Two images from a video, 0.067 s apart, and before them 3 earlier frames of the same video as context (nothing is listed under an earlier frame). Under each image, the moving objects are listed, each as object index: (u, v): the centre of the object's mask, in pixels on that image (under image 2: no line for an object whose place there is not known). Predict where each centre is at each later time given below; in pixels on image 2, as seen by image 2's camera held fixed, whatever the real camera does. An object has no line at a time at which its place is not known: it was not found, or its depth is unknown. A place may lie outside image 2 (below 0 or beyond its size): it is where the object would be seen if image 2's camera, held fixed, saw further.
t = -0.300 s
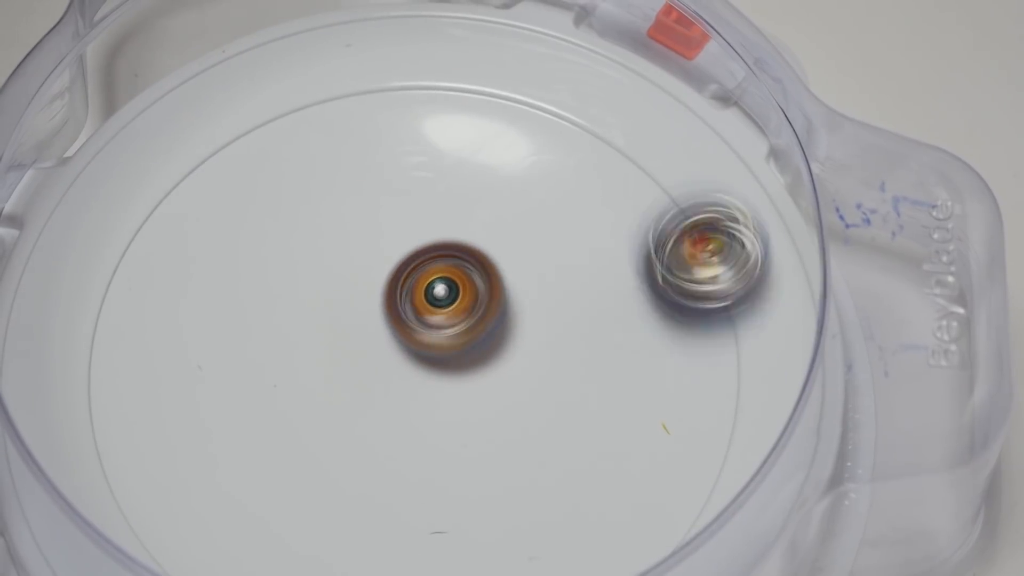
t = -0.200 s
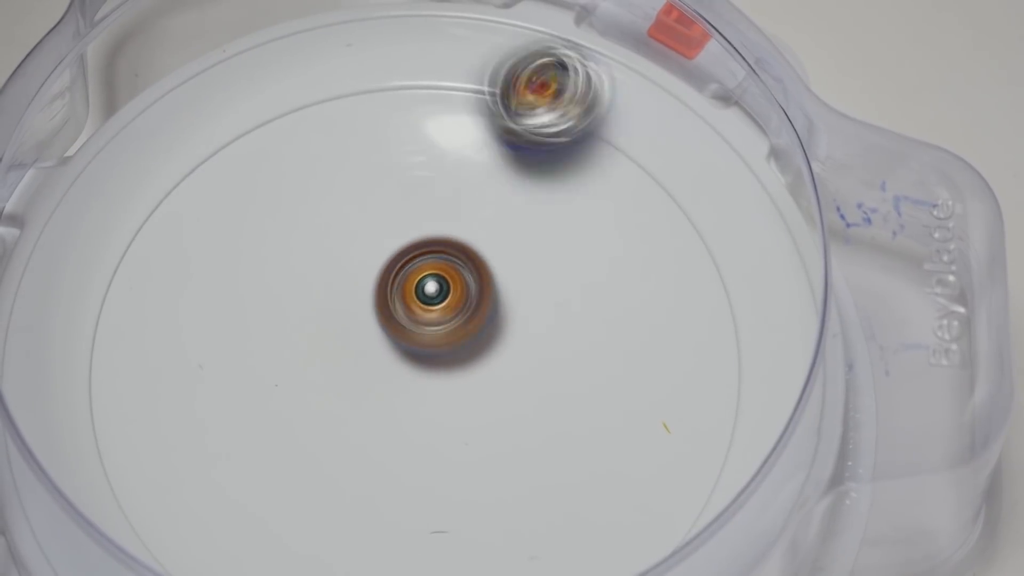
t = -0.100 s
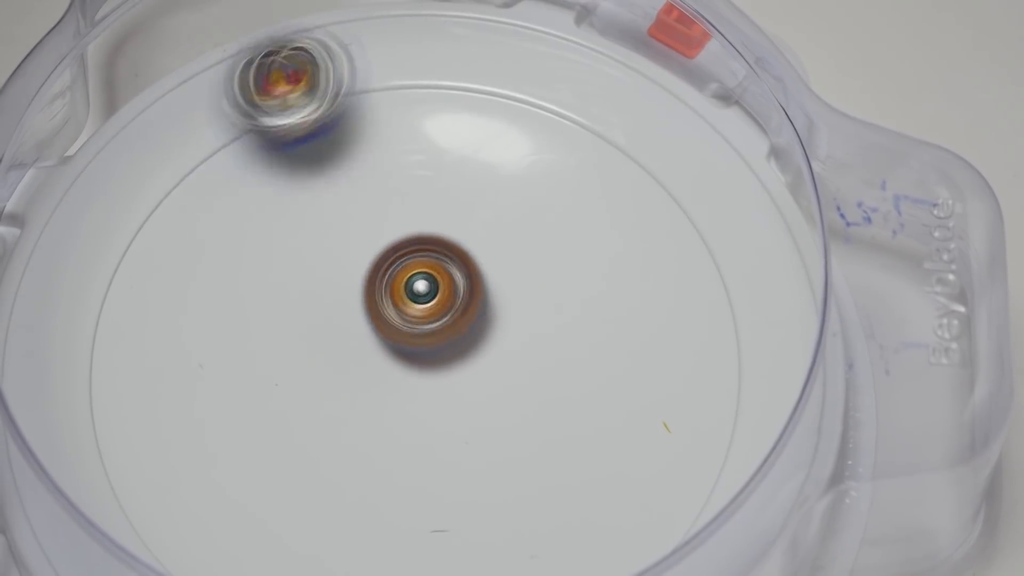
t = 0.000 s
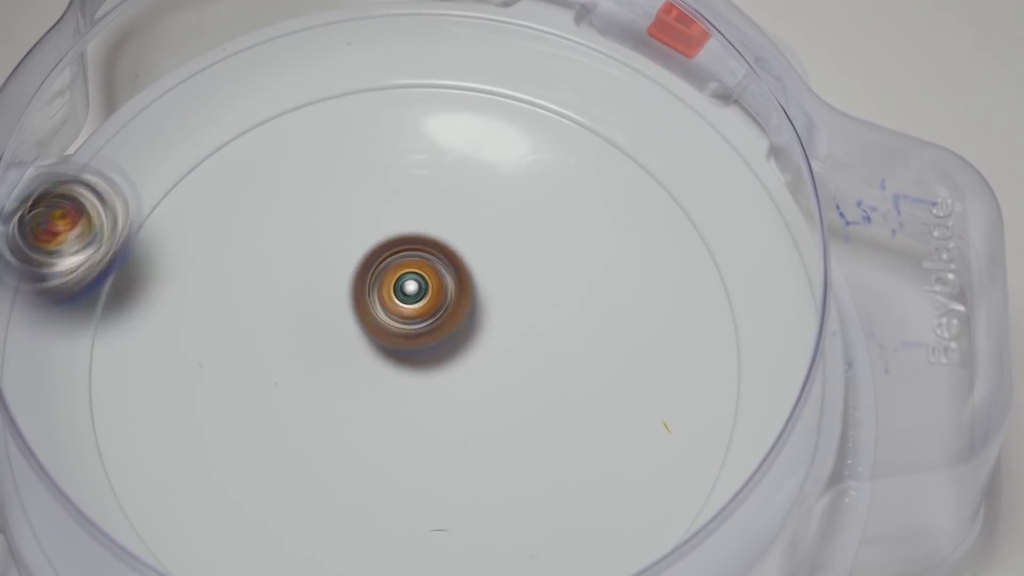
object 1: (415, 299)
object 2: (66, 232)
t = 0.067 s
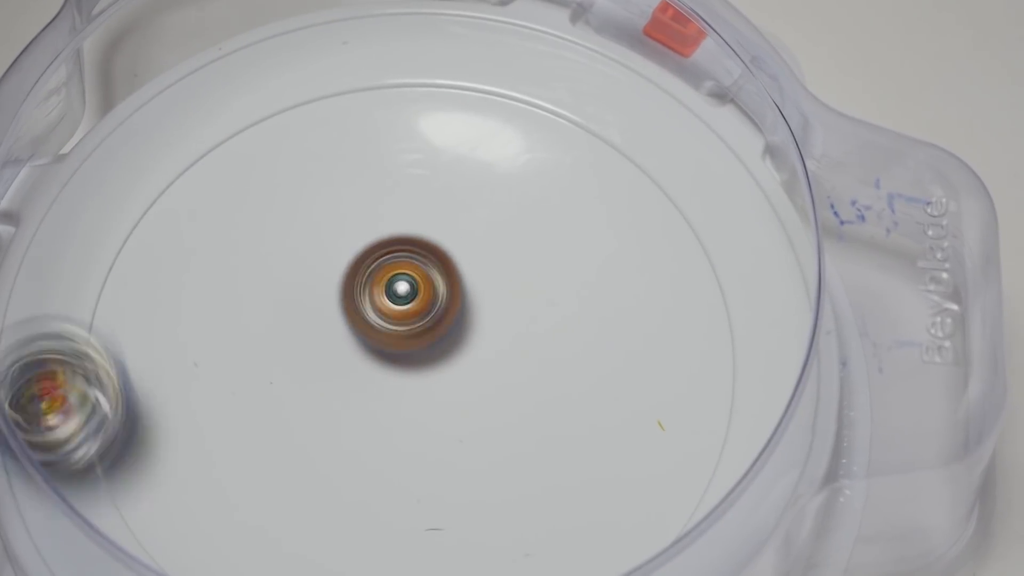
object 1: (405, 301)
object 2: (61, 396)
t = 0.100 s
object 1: (401, 302)
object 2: (88, 488)
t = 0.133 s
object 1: (397, 303)
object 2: (123, 540)
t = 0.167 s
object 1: (394, 305)
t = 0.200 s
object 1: (390, 307)
